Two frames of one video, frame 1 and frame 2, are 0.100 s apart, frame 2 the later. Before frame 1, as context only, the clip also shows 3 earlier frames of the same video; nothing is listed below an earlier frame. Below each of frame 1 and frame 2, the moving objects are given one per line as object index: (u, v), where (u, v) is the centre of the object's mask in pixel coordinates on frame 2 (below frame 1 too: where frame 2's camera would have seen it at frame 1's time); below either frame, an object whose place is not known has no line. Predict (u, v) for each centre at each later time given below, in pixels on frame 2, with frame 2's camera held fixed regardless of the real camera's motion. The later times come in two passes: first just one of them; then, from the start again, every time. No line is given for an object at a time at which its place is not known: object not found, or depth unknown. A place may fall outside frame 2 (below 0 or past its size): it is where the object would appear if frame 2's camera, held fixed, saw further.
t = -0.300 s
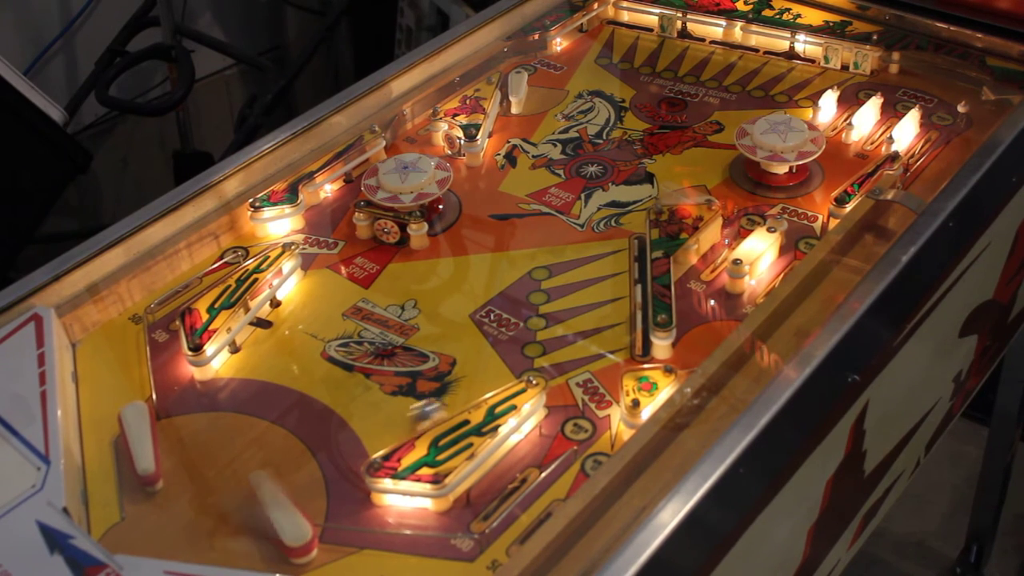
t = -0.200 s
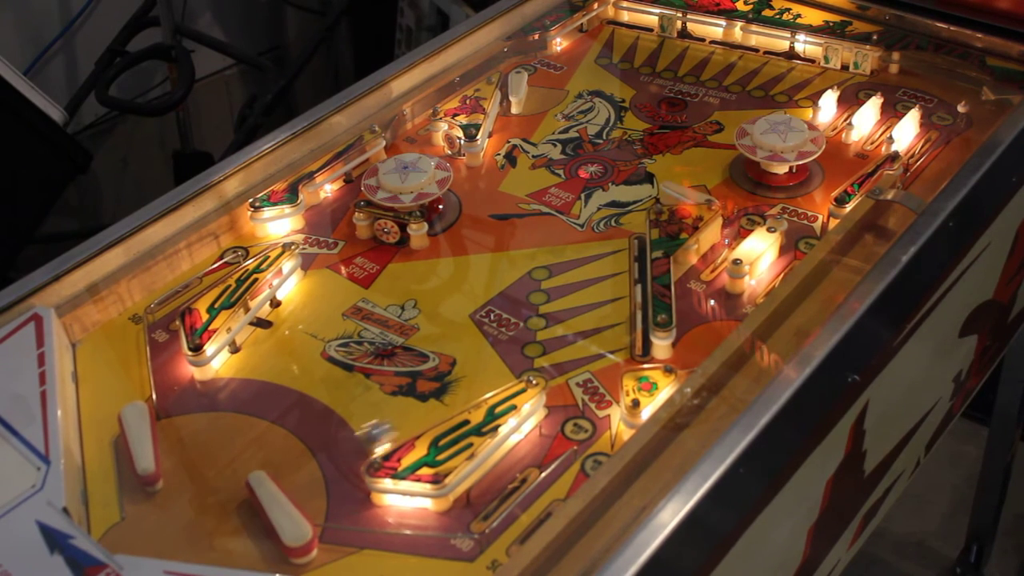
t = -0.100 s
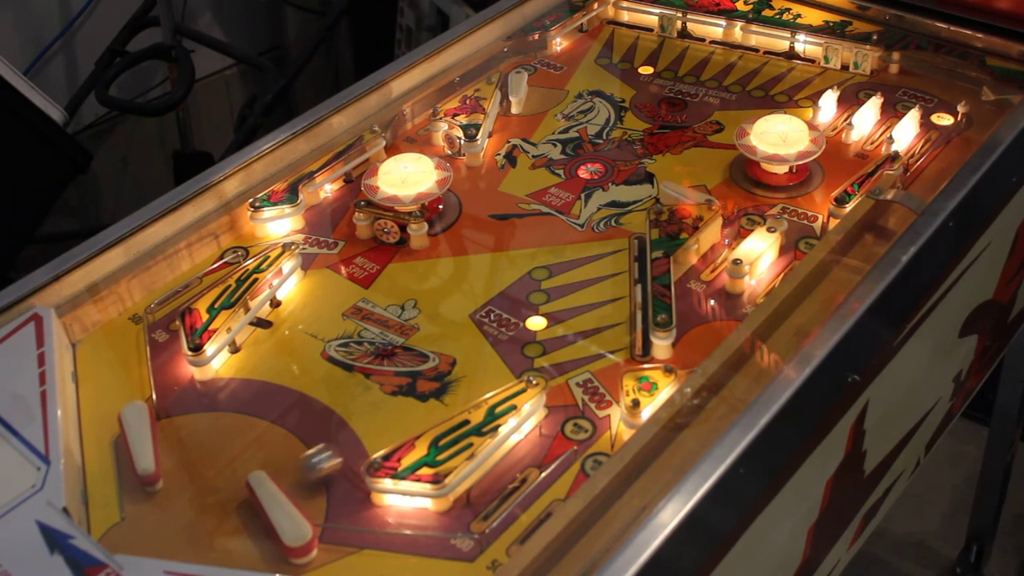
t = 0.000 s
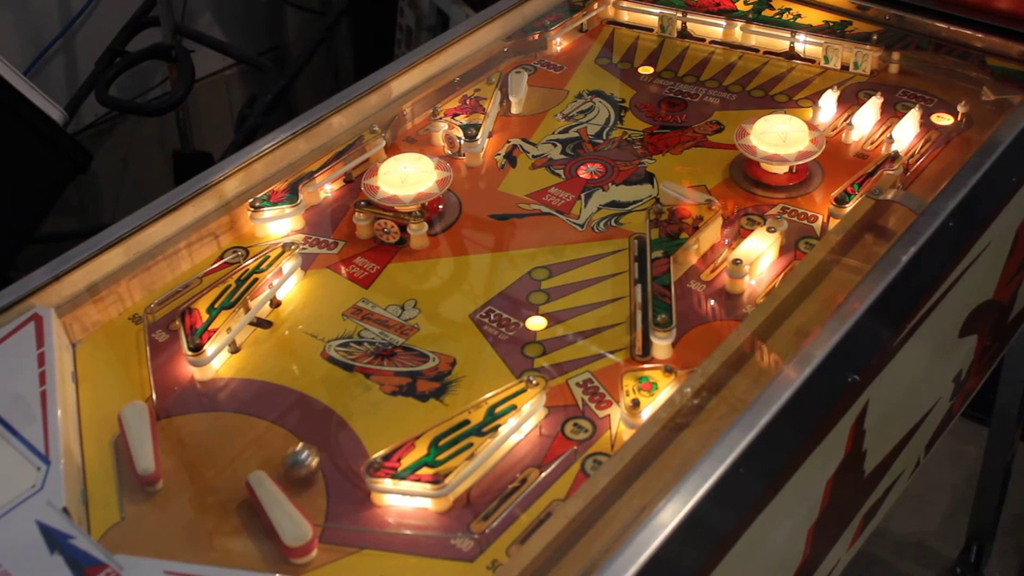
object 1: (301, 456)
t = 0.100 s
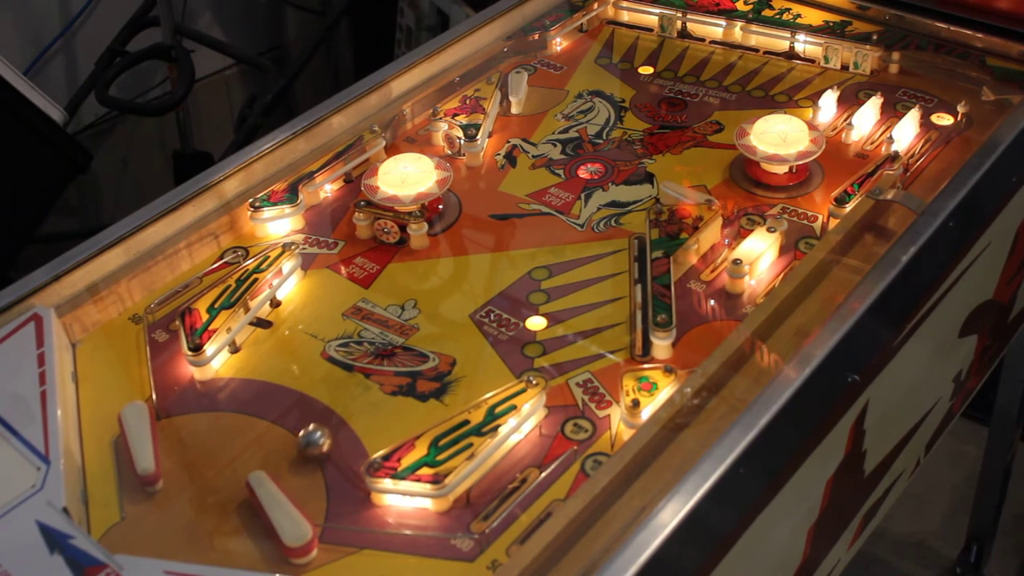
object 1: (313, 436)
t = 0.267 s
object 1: (321, 417)
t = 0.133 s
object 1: (316, 431)
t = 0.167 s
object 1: (318, 427)
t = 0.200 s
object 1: (320, 423)
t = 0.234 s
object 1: (320, 420)
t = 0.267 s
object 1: (321, 417)
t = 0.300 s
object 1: (320, 415)
